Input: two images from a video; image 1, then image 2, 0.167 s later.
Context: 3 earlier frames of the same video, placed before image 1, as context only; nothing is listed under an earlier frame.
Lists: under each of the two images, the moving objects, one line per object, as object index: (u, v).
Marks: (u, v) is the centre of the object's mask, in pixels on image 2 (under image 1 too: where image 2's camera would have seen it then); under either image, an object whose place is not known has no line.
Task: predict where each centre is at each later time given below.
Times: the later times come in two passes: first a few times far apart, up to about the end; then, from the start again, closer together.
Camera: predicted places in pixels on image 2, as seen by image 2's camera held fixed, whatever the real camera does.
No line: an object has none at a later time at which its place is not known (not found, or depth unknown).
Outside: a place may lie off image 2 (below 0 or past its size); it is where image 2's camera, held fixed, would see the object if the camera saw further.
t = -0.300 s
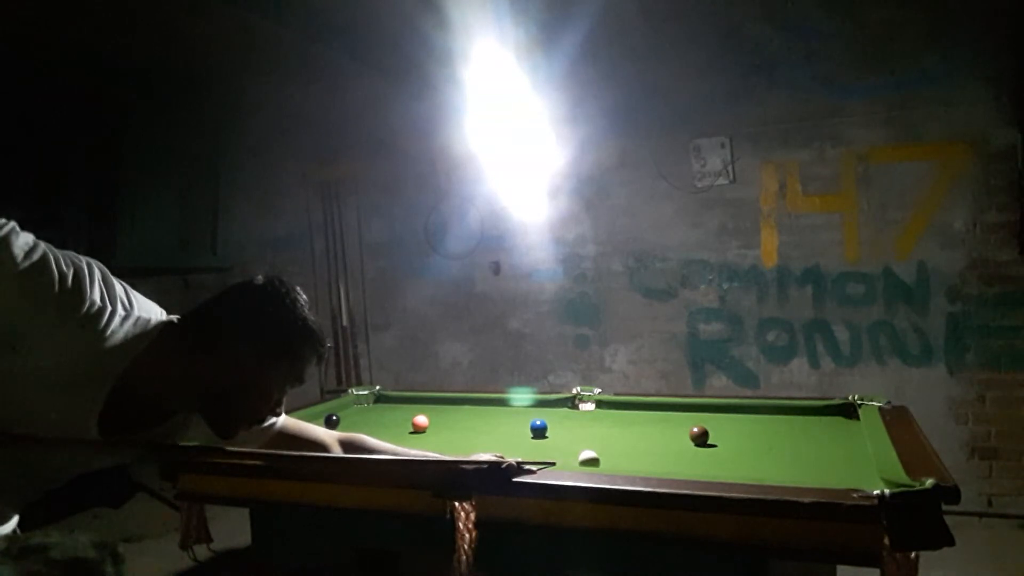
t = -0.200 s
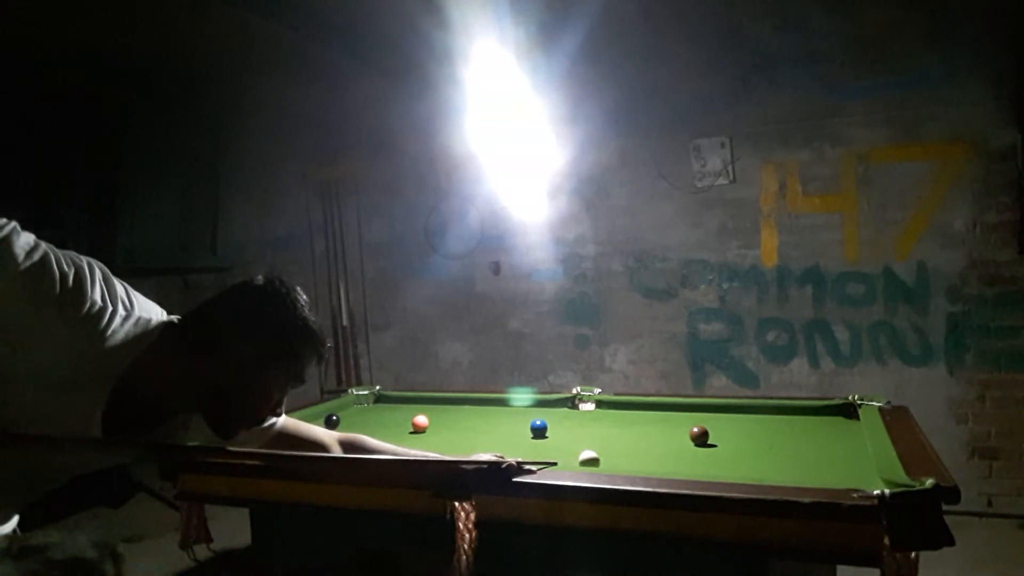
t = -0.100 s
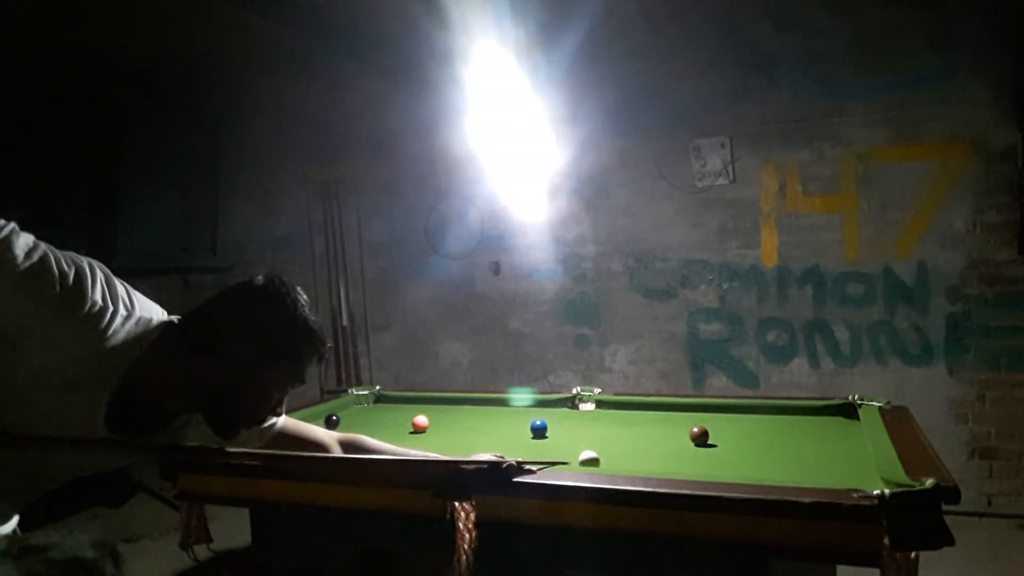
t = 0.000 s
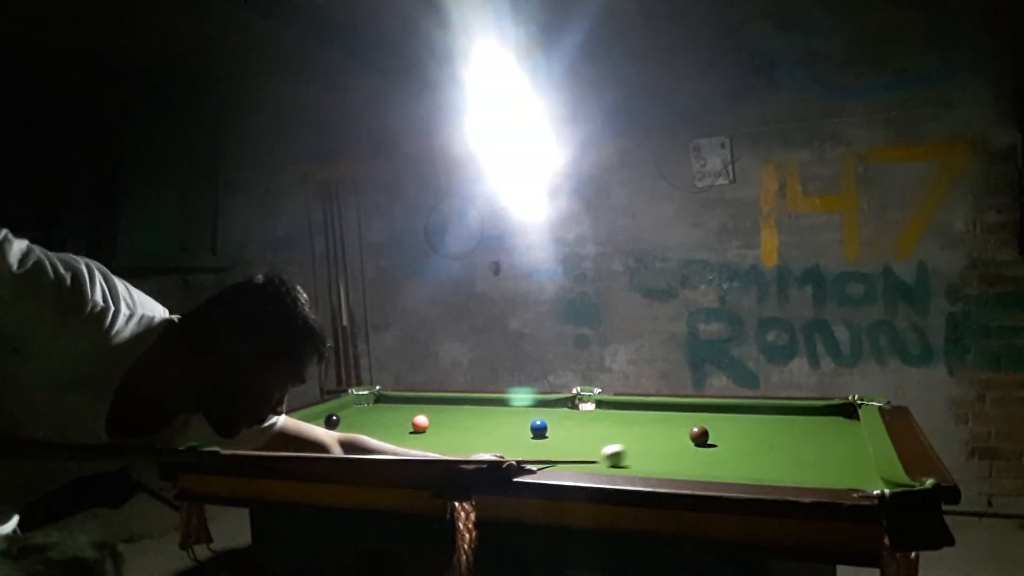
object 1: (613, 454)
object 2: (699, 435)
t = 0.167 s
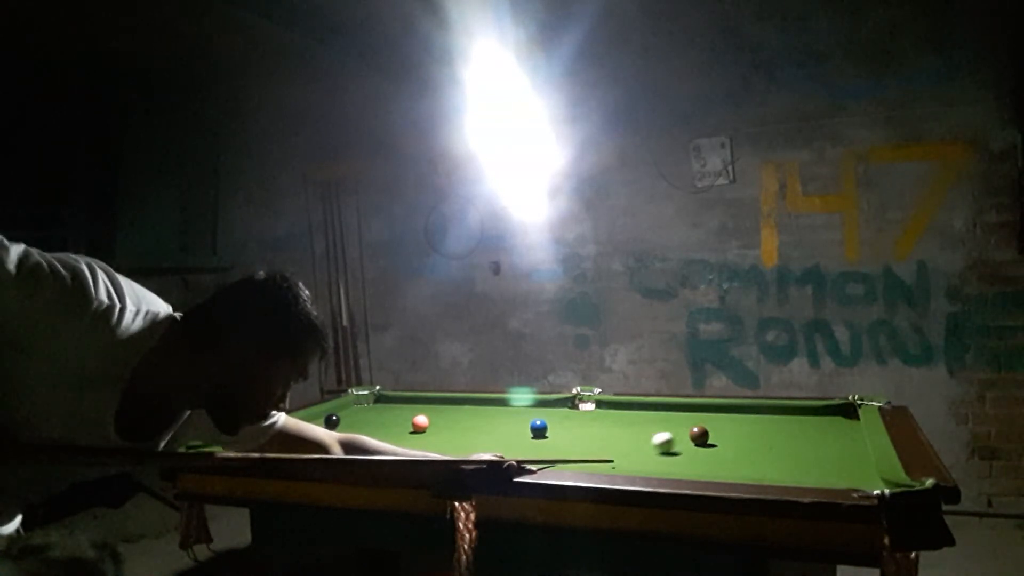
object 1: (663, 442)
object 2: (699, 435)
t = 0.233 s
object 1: (680, 437)
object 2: (700, 435)
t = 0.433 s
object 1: (683, 433)
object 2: (737, 429)
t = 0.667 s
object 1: (686, 429)
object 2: (770, 422)
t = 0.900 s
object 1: (687, 425)
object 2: (800, 417)
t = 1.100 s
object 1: (688, 422)
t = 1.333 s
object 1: (689, 419)
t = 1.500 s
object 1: (690, 418)
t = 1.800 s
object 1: (690, 416)
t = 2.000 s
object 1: (690, 415)
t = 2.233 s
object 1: (689, 415)
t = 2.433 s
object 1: (689, 415)
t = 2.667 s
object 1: (689, 415)
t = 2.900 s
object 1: (689, 415)
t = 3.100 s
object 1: (689, 415)
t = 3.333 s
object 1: (689, 415)
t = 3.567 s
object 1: (689, 415)
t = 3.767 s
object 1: (689, 415)
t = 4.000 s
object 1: (689, 415)
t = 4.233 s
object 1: (689, 415)
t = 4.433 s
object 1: (689, 415)
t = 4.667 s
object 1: (689, 415)
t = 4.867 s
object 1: (689, 415)
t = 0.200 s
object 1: (672, 439)
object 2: (699, 435)
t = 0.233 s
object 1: (680, 437)
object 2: (700, 435)
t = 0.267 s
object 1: (682, 437)
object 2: (706, 434)
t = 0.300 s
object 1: (681, 436)
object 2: (713, 433)
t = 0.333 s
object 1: (682, 436)
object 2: (720, 432)
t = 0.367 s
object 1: (682, 435)
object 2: (726, 431)
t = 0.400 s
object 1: (683, 434)
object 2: (731, 429)
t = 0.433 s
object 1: (683, 433)
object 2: (737, 429)
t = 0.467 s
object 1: (683, 433)
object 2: (742, 428)
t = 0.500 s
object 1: (684, 432)
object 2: (746, 427)
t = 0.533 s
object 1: (684, 431)
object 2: (751, 426)
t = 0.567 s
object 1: (685, 431)
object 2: (756, 425)
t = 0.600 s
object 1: (685, 430)
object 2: (761, 424)
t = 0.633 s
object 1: (685, 429)
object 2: (766, 424)
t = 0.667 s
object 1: (686, 429)
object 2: (770, 422)
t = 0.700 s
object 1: (686, 428)
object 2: (775, 421)
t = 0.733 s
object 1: (686, 428)
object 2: (780, 421)
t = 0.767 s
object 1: (687, 427)
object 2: (784, 420)
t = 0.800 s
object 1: (687, 426)
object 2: (788, 419)
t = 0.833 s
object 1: (687, 426)
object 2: (792, 418)
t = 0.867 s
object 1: (687, 425)
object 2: (797, 417)
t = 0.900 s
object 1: (687, 425)
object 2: (800, 417)
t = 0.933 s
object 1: (688, 424)
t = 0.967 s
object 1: (688, 424)
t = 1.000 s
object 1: (688, 423)
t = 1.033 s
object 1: (688, 423)
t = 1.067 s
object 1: (688, 423)
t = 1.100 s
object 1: (688, 422)
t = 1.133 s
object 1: (689, 422)
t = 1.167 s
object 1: (689, 421)
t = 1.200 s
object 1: (689, 421)
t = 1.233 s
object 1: (689, 420)
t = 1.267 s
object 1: (689, 420)
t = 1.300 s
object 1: (689, 420)
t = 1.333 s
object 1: (689, 419)
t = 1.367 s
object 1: (689, 419)
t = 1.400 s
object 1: (689, 419)
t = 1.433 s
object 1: (690, 418)
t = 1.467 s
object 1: (690, 418)
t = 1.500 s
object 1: (690, 418)
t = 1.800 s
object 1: (690, 416)
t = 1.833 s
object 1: (690, 416)
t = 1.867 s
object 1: (690, 416)
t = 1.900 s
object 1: (690, 416)
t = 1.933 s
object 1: (690, 415)
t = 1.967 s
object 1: (690, 415)
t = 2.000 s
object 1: (690, 415)
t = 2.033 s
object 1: (690, 415)
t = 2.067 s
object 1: (689, 415)
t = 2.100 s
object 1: (689, 415)
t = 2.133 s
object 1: (689, 415)
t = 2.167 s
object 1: (689, 415)
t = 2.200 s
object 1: (689, 415)
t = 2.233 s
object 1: (689, 415)
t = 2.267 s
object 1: (689, 415)
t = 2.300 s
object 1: (689, 415)
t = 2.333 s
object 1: (689, 415)
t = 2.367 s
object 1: (689, 415)
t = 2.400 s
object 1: (689, 415)
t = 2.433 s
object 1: (689, 415)
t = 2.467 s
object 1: (689, 415)
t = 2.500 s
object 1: (689, 415)
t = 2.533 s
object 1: (689, 415)
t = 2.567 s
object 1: (689, 415)
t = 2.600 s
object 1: (689, 415)
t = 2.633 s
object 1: (689, 415)
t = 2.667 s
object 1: (689, 415)
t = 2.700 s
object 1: (689, 415)
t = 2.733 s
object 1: (689, 415)
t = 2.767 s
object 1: (689, 415)
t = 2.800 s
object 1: (689, 415)
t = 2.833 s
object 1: (689, 415)
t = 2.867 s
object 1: (689, 415)
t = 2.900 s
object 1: (689, 415)
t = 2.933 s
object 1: (689, 415)
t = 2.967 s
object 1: (689, 415)
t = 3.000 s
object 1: (689, 415)
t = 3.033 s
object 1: (689, 415)
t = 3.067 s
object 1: (689, 415)
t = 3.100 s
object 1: (689, 415)
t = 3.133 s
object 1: (689, 415)
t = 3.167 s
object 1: (689, 415)
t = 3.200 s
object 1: (689, 415)
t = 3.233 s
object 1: (689, 415)
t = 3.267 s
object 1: (689, 415)
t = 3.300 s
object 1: (689, 415)
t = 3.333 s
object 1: (689, 415)
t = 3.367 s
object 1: (689, 415)
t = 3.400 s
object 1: (689, 415)
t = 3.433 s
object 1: (689, 415)
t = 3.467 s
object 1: (689, 415)
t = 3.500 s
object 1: (689, 415)
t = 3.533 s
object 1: (689, 415)
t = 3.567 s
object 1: (689, 415)
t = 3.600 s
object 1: (689, 415)
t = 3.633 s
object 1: (689, 415)
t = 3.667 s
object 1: (689, 415)
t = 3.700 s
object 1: (689, 415)
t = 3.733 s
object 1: (689, 415)
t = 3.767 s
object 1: (689, 415)
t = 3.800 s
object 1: (689, 415)
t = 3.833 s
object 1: (689, 415)
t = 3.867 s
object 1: (689, 415)
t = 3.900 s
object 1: (689, 415)
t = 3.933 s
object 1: (689, 415)
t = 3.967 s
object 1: (689, 415)
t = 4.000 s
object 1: (689, 415)
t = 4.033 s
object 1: (689, 415)
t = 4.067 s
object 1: (689, 415)
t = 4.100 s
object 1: (689, 415)
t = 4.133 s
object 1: (689, 415)
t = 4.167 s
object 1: (689, 415)
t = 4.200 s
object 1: (689, 415)
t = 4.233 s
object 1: (689, 415)
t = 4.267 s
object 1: (689, 415)
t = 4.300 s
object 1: (689, 415)
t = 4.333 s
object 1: (689, 415)
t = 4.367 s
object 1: (689, 415)
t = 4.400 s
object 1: (689, 415)
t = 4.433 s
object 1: (689, 415)
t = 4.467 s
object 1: (689, 415)
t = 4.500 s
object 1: (689, 415)
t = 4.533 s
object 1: (689, 415)
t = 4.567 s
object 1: (689, 415)
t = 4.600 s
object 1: (689, 415)
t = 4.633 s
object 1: (689, 415)
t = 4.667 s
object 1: (689, 415)
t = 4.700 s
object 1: (689, 415)
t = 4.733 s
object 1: (689, 415)
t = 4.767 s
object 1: (689, 415)
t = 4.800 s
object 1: (689, 415)
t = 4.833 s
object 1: (689, 415)
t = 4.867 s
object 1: (689, 415)
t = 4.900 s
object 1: (689, 415)
